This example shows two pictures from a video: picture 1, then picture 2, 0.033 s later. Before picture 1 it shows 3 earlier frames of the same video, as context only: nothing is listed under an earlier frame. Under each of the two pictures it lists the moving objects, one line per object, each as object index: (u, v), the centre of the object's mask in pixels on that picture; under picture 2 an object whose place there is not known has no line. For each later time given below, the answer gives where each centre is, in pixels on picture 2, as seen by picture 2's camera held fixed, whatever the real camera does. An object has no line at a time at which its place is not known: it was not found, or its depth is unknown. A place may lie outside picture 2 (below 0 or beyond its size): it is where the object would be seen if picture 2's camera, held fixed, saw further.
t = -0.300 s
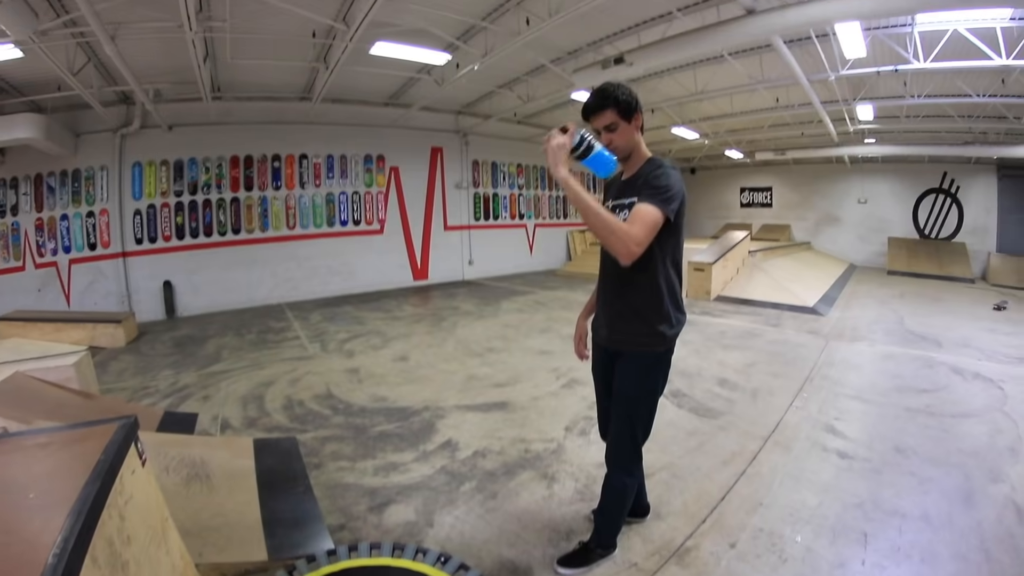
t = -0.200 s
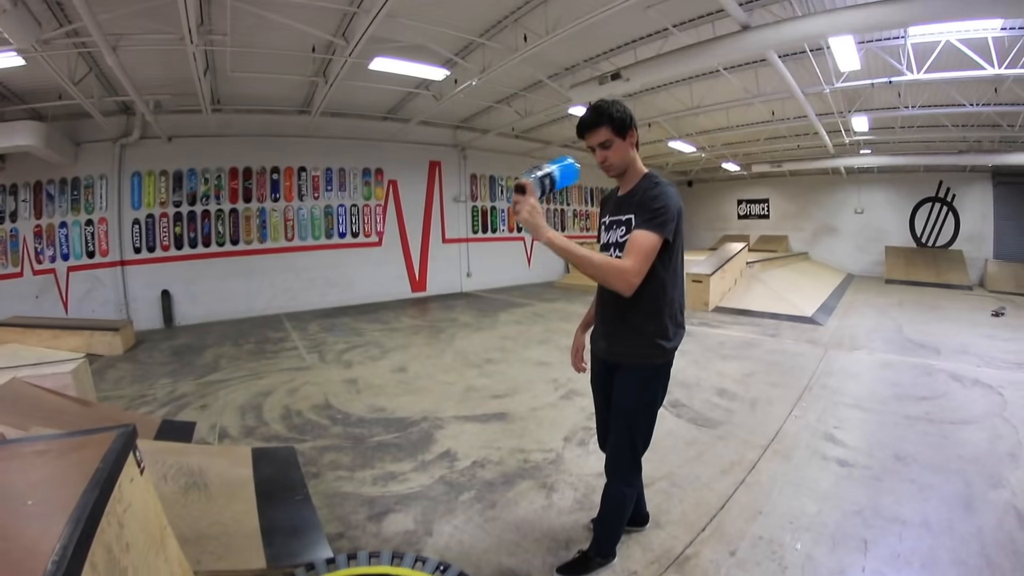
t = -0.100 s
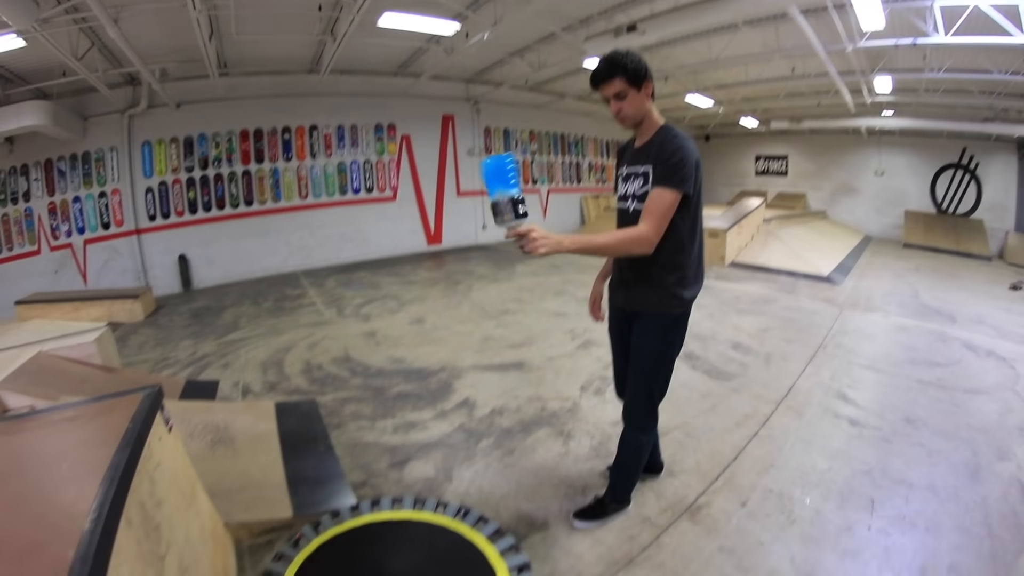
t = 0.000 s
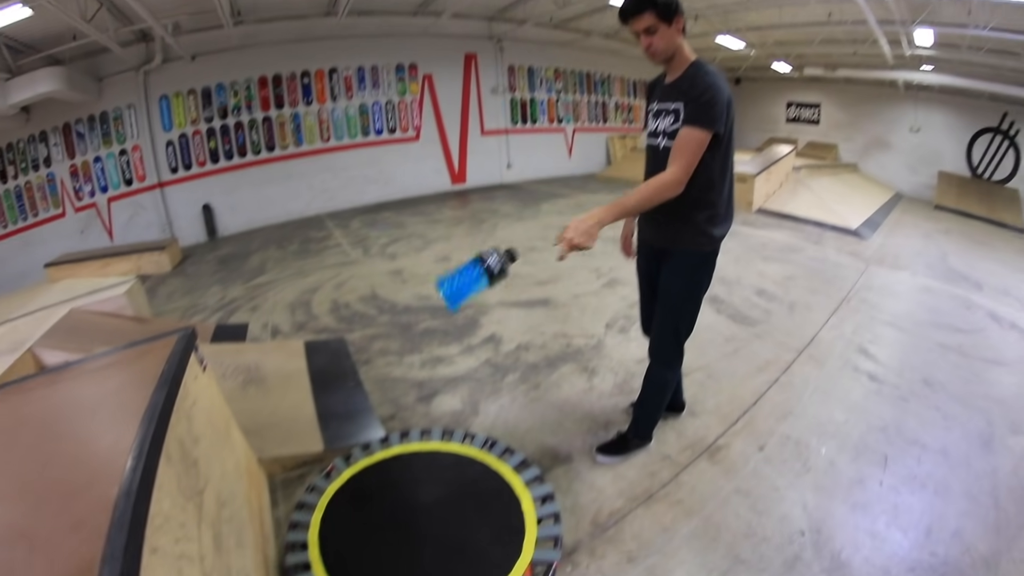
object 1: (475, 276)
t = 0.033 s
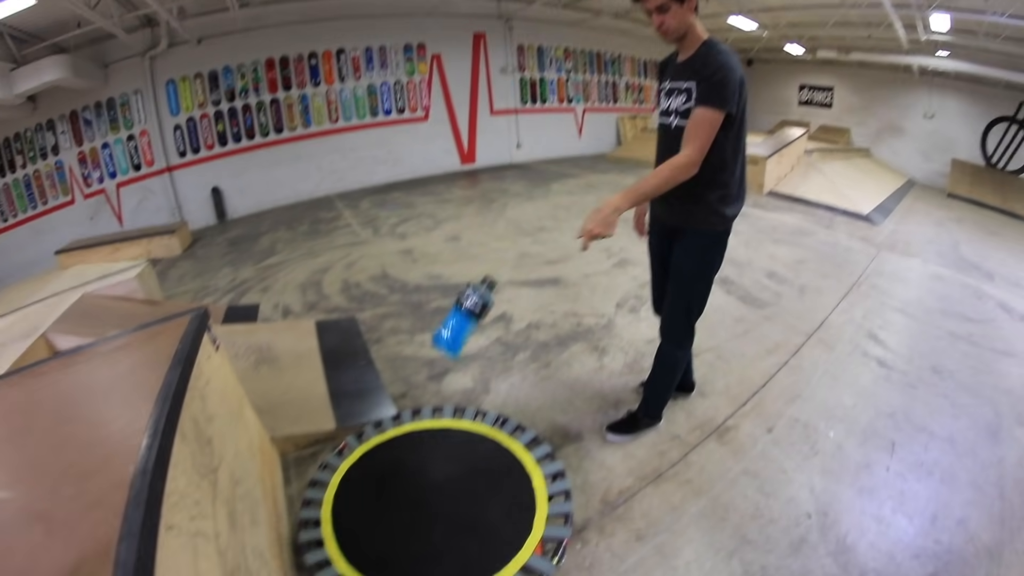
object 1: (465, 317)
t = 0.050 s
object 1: (457, 346)
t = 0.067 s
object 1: (448, 377)
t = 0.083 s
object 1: (441, 407)
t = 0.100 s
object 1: (436, 435)
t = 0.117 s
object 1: (432, 463)
